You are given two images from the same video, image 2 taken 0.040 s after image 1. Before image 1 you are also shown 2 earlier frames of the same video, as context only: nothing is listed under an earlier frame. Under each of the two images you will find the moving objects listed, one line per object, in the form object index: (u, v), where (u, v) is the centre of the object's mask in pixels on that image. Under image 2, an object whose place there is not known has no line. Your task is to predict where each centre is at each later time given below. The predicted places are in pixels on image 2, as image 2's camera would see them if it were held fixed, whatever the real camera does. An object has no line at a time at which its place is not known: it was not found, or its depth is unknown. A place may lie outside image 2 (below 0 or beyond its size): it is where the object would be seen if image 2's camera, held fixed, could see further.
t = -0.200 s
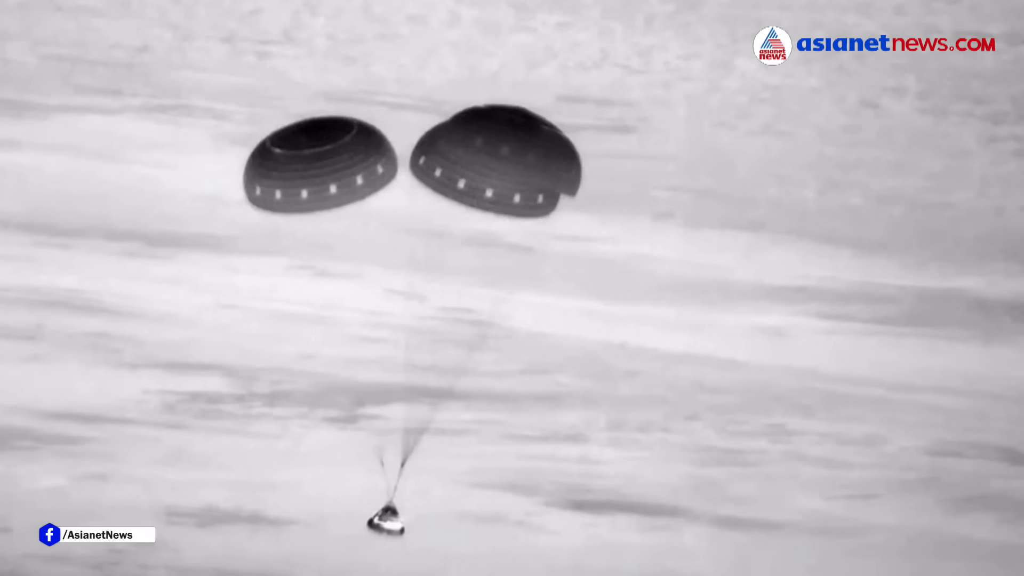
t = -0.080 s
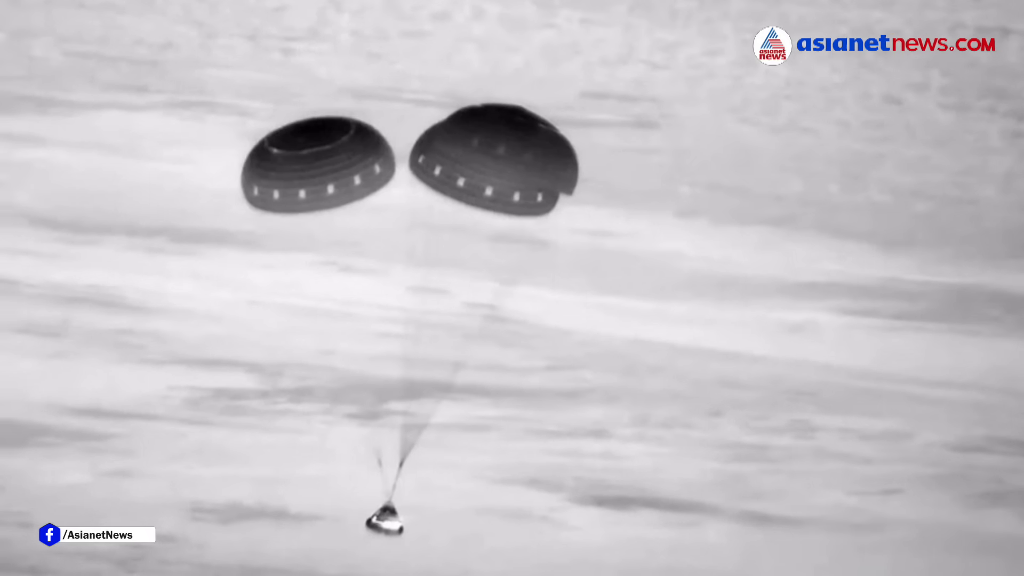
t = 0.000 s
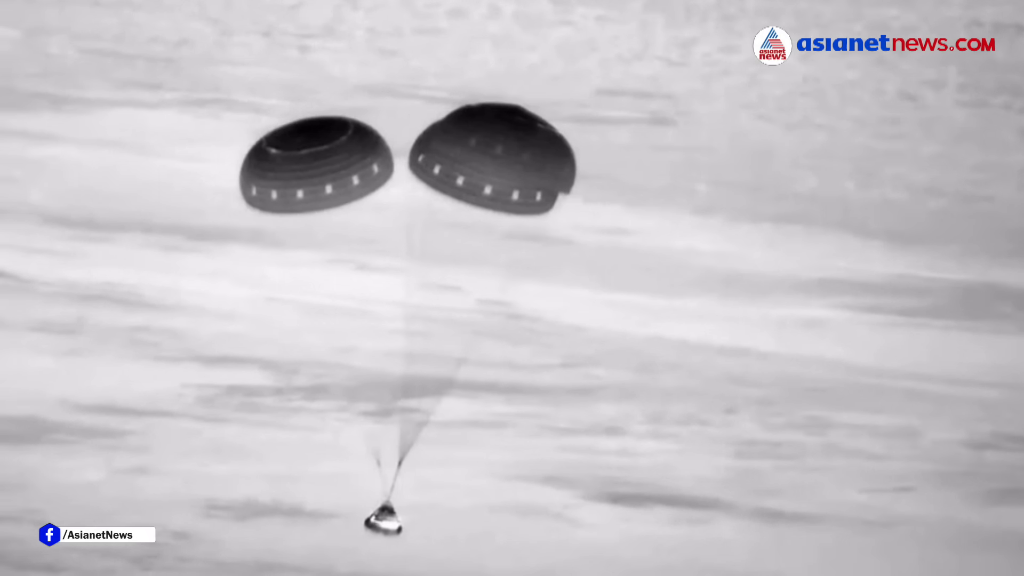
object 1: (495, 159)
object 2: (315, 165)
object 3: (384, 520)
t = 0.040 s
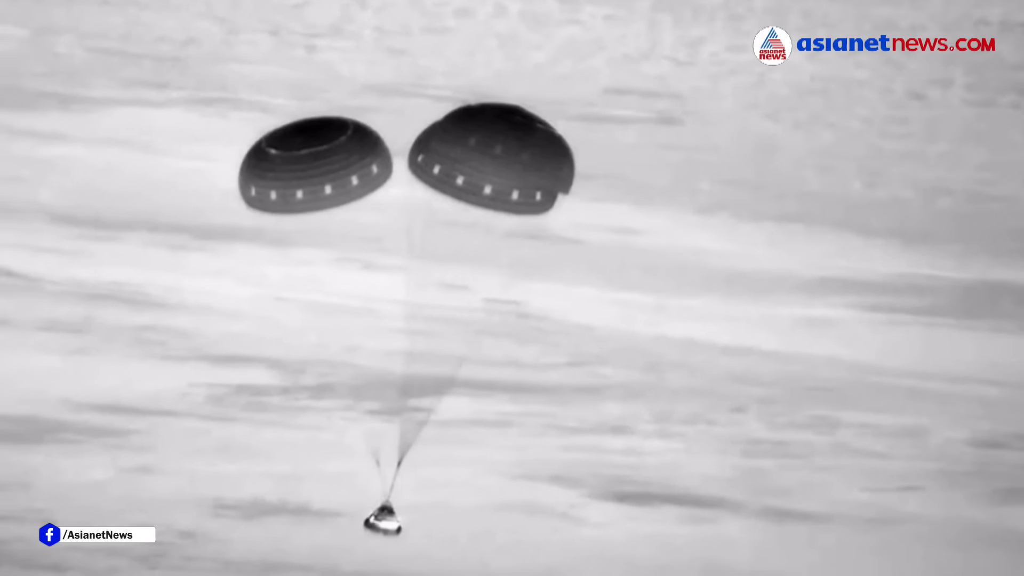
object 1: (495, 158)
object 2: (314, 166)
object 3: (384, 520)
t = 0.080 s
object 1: (484, 160)
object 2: (304, 167)
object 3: (375, 521)
